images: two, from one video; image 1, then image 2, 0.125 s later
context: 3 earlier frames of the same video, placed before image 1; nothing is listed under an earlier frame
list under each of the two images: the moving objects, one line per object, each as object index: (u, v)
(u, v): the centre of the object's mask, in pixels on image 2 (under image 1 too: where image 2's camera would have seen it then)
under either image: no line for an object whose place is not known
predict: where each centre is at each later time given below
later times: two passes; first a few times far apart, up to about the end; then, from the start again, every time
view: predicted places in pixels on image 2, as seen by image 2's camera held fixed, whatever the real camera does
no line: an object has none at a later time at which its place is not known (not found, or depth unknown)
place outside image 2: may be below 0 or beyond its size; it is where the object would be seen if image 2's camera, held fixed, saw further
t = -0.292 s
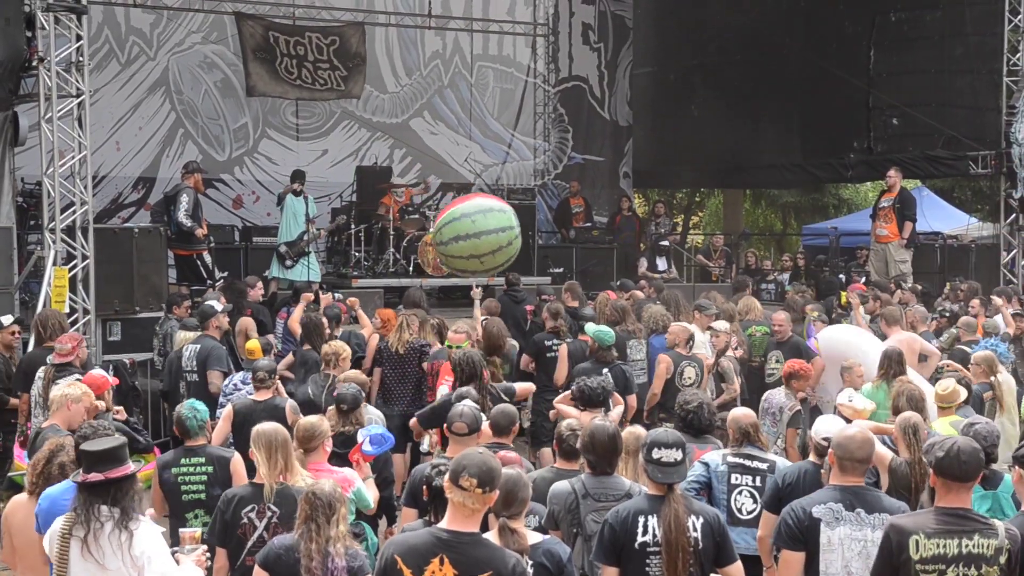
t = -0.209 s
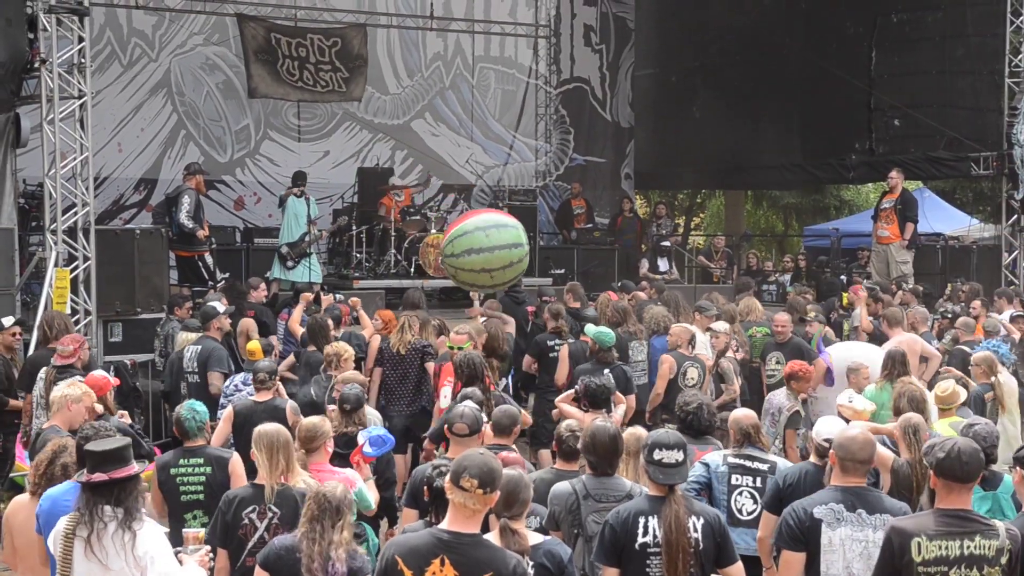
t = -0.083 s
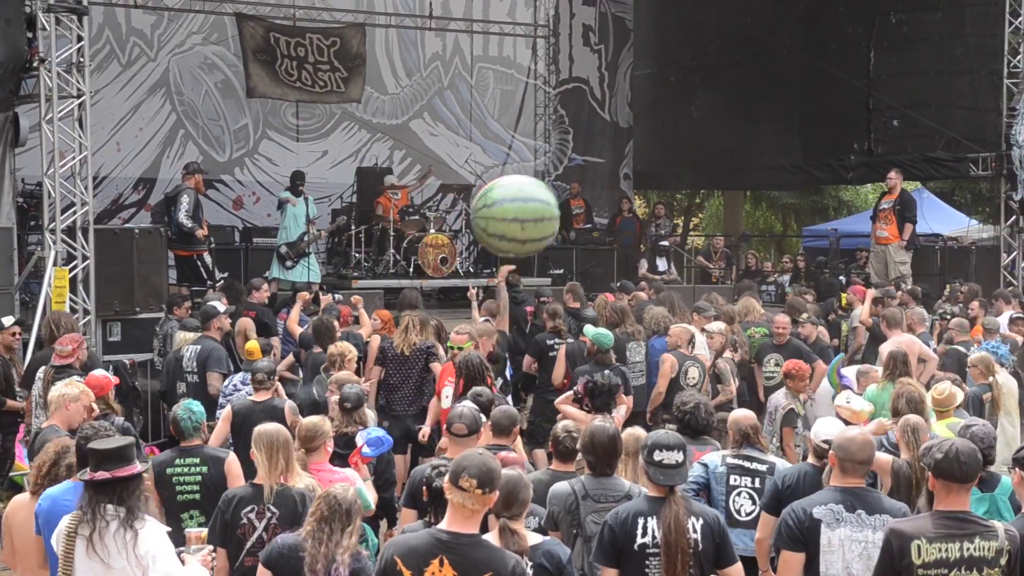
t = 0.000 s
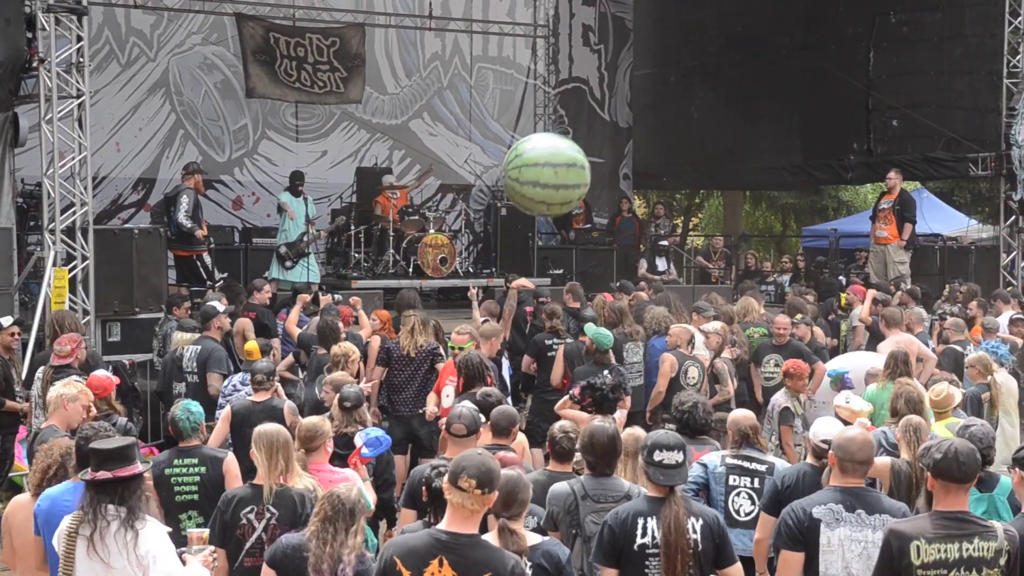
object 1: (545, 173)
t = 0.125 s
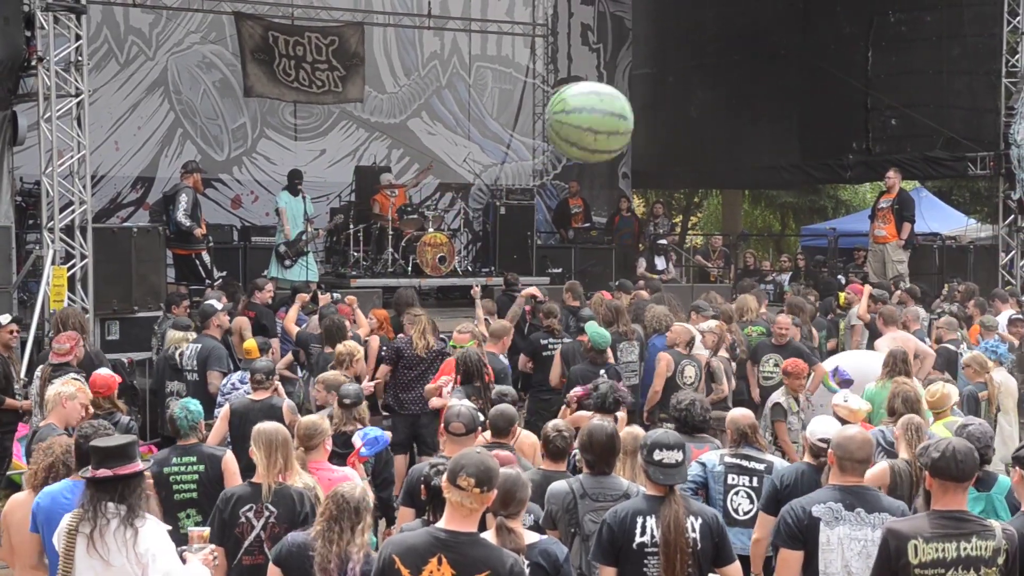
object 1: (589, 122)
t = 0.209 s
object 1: (617, 94)
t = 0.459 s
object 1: (691, 47)
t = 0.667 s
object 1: (743, 45)
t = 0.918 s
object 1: (798, 80)
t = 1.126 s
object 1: (837, 139)
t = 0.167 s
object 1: (603, 107)
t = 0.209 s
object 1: (617, 94)
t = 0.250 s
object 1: (630, 83)
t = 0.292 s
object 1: (643, 73)
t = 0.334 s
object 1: (655, 64)
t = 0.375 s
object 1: (668, 57)
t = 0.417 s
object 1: (679, 51)
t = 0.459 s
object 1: (691, 47)
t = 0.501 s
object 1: (702, 44)
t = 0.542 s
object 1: (713, 43)
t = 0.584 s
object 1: (723, 42)
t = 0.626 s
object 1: (733, 43)
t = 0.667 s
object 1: (743, 45)
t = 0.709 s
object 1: (753, 48)
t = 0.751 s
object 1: (763, 53)
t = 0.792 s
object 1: (772, 58)
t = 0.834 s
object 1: (781, 64)
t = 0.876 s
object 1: (790, 72)
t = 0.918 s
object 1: (798, 80)
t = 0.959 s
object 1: (807, 90)
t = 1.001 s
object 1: (815, 101)
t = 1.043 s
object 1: (822, 112)
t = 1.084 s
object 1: (830, 125)
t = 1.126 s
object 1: (837, 139)
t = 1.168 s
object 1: (844, 153)
